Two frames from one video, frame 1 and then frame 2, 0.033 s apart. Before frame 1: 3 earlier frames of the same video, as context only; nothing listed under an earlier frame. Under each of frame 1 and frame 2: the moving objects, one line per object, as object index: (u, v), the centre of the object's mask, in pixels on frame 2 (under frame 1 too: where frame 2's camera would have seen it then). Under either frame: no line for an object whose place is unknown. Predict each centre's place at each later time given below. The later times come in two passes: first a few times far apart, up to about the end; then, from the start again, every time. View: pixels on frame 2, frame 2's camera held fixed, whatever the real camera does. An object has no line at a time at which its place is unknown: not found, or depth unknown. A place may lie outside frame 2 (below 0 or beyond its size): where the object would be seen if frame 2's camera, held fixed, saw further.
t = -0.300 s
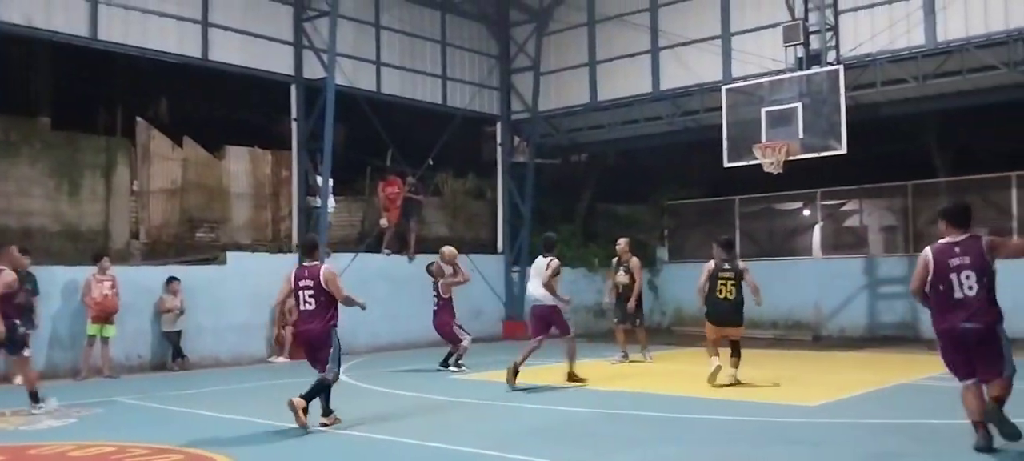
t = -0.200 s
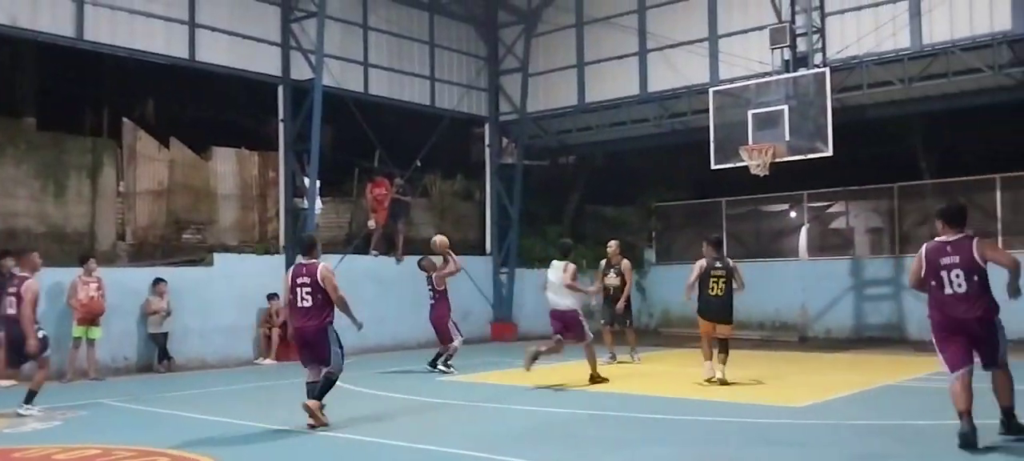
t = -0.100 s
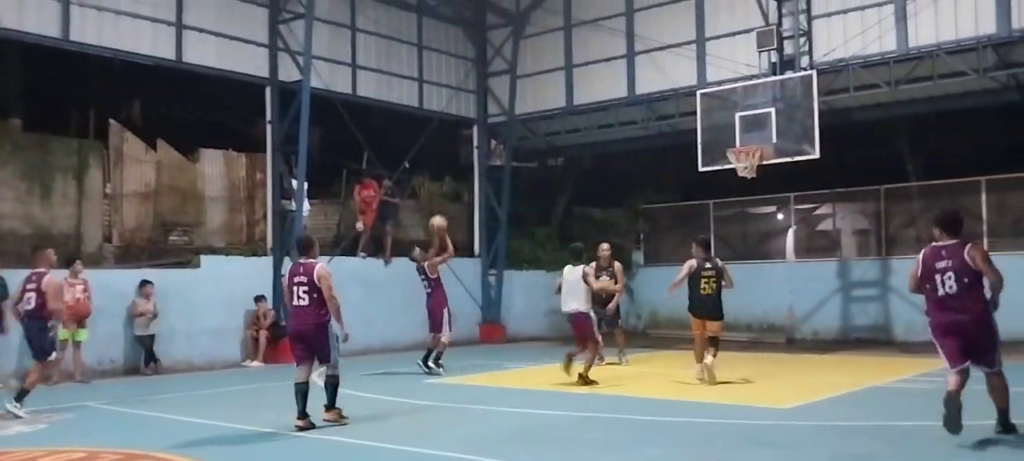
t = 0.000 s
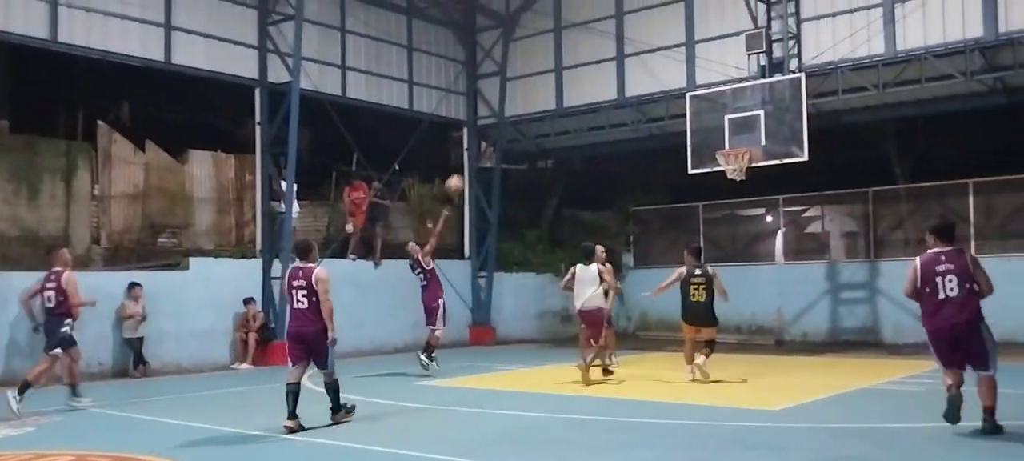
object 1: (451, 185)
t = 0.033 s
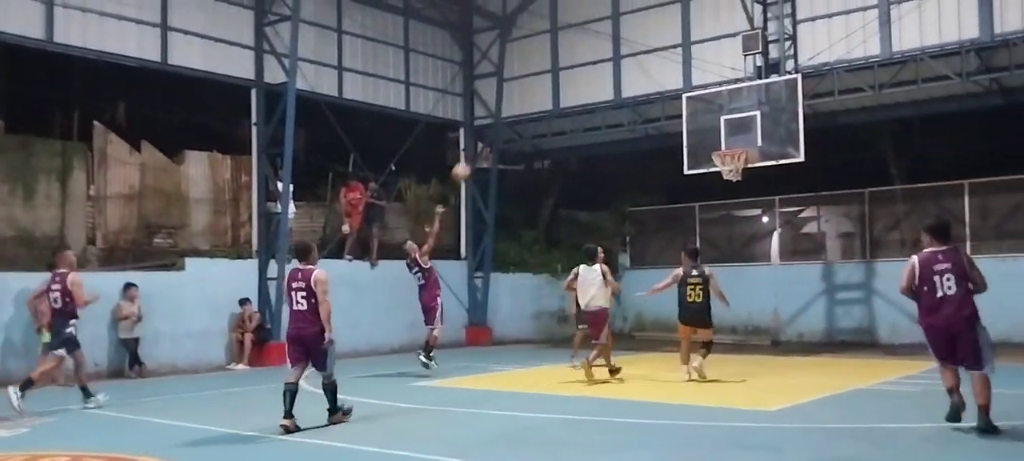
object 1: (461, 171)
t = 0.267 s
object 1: (531, 102)
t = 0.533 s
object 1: (610, 71)
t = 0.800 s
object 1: (684, 92)
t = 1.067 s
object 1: (751, 139)
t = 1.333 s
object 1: (798, 153)
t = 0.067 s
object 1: (471, 159)
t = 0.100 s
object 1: (482, 145)
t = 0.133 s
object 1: (492, 137)
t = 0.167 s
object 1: (502, 127)
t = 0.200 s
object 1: (512, 117)
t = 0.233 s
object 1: (522, 109)
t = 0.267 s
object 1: (531, 102)
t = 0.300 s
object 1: (541, 95)
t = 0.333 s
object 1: (552, 90)
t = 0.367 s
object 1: (561, 85)
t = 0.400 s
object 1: (571, 81)
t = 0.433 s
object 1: (580, 77)
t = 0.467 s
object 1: (590, 74)
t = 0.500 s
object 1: (600, 73)
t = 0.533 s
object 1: (610, 71)
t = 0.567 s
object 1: (619, 71)
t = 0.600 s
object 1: (628, 72)
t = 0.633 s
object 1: (638, 74)
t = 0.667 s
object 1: (647, 76)
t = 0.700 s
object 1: (656, 79)
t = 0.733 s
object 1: (665, 83)
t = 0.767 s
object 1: (672, 88)
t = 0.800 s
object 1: (684, 92)
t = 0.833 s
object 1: (692, 97)
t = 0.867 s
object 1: (701, 103)
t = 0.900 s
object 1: (710, 110)
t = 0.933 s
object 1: (718, 119)
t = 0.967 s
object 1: (729, 128)
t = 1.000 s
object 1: (738, 137)
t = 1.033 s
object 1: (745, 141)
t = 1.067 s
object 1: (751, 139)
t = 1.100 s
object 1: (756, 139)
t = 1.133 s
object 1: (763, 139)
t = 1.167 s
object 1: (768, 138)
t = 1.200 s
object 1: (774, 139)
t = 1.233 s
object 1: (780, 142)
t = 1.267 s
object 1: (786, 144)
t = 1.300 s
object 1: (792, 149)
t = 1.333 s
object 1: (798, 153)
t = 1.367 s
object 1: (805, 159)
